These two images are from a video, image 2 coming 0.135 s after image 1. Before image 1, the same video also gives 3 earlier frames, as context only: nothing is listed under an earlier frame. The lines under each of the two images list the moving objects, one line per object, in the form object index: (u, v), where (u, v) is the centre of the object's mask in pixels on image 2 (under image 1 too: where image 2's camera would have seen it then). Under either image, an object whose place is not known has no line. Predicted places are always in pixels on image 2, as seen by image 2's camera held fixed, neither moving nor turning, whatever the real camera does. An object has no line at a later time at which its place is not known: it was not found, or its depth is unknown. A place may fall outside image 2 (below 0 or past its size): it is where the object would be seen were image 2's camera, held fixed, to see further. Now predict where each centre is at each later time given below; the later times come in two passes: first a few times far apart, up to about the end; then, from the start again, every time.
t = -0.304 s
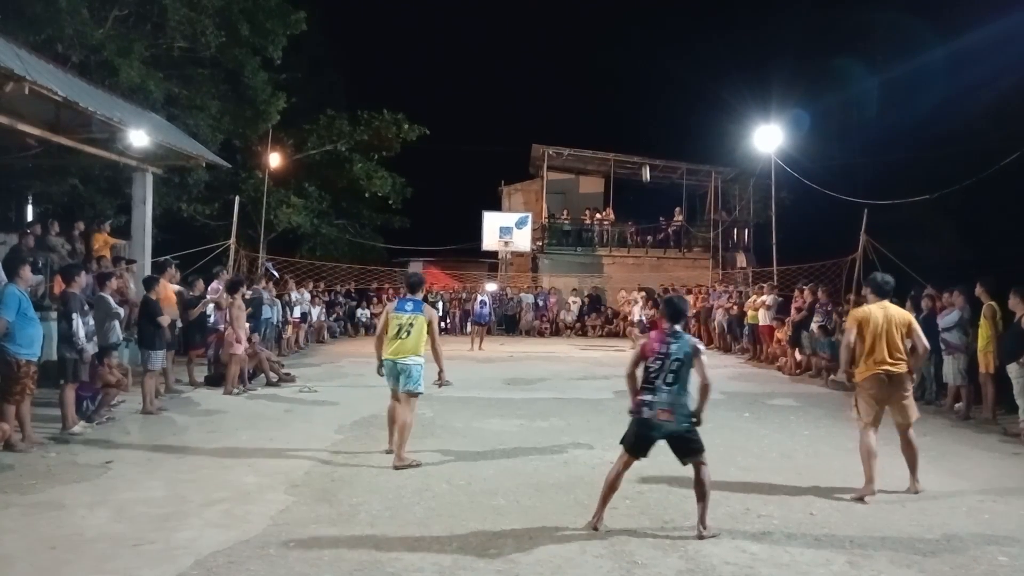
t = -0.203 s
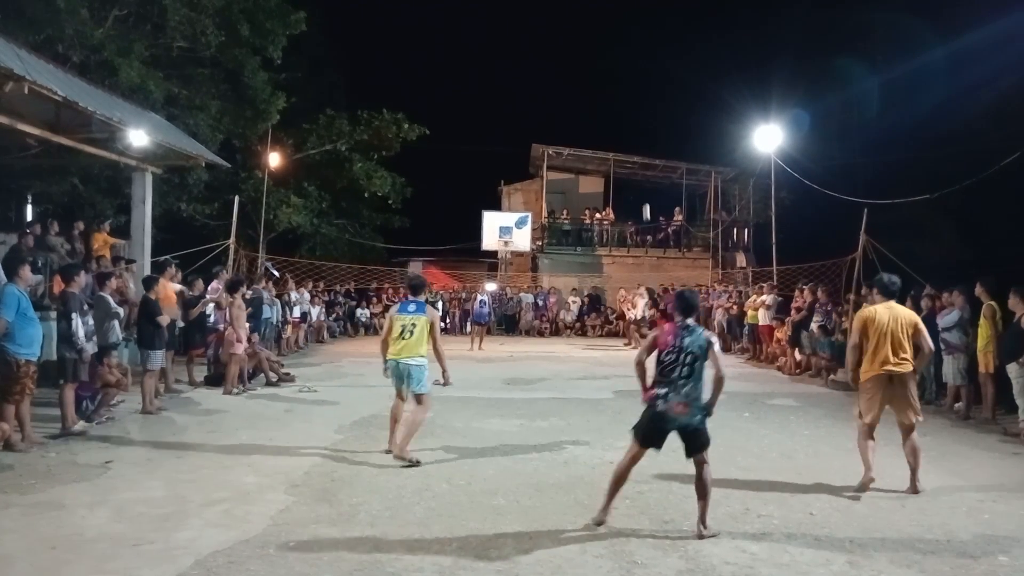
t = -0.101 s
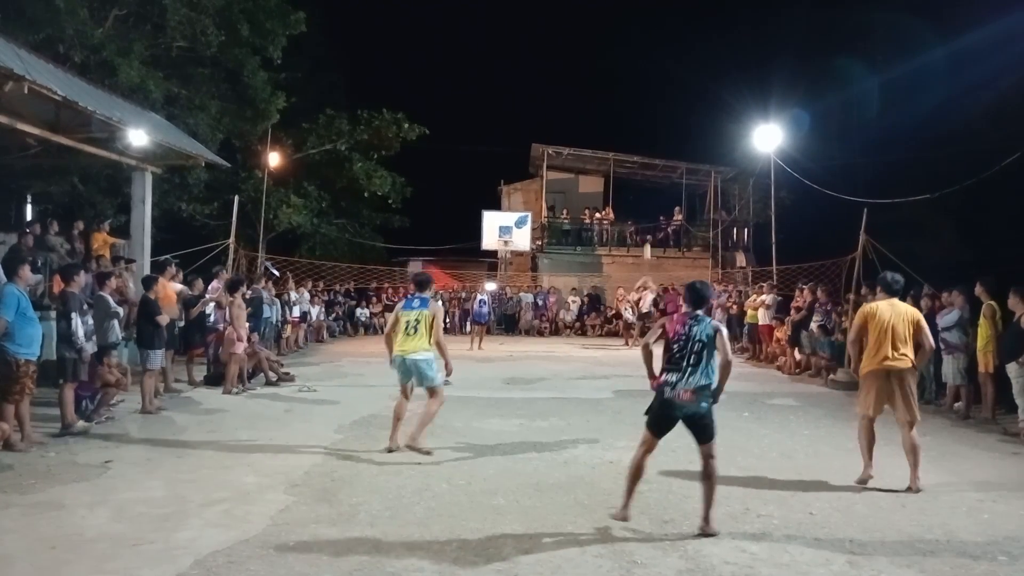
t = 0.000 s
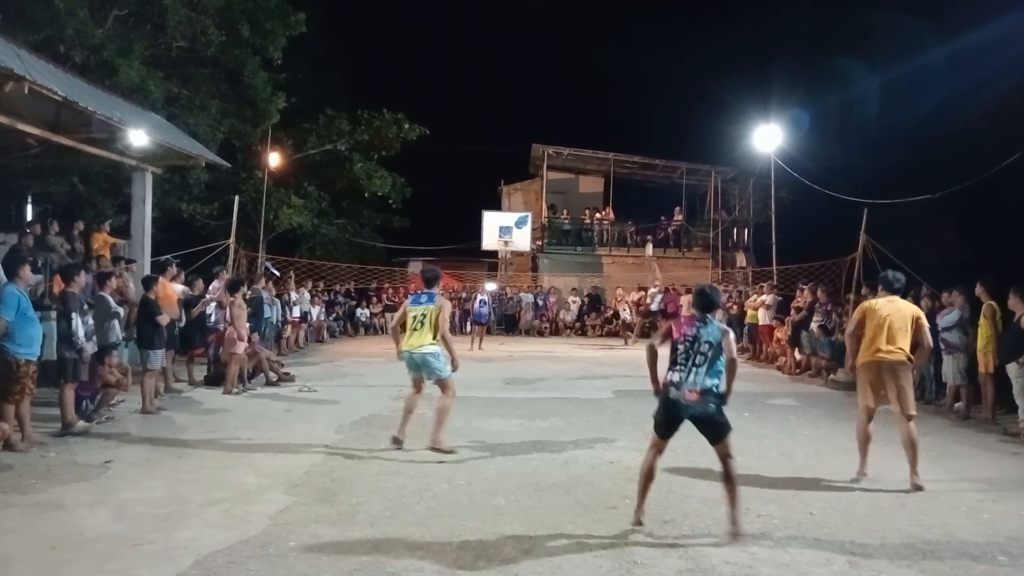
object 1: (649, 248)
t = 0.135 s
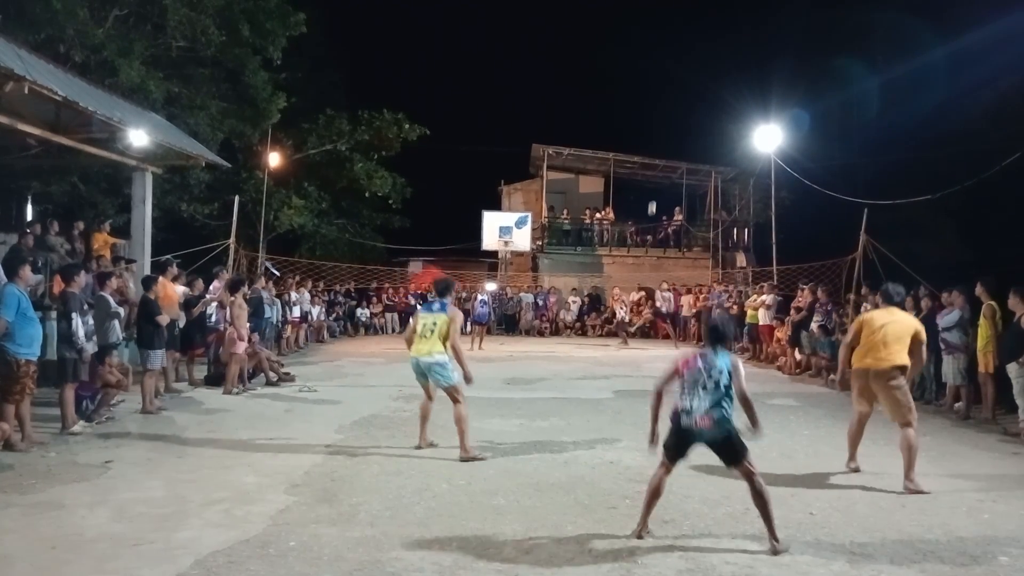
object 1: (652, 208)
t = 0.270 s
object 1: (655, 169)
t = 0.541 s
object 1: (662, 107)
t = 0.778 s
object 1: (669, 73)
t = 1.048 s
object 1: (673, 71)
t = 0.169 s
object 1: (652, 198)
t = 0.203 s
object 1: (654, 188)
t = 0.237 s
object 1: (654, 179)
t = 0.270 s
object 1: (655, 169)
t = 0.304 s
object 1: (656, 161)
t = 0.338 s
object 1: (657, 152)
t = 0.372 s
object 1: (658, 144)
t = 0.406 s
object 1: (659, 136)
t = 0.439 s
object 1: (660, 128)
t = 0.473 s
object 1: (661, 121)
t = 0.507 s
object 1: (661, 114)
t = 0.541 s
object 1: (662, 107)
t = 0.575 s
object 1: (663, 101)
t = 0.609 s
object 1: (664, 95)
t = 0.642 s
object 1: (665, 90)
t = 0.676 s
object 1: (666, 84)
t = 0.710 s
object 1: (667, 80)
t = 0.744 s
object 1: (668, 76)
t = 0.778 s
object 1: (669, 73)
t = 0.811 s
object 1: (669, 70)
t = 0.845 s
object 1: (670, 67)
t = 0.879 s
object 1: (671, 66)
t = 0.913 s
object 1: (671, 65)
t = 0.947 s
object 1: (672, 66)
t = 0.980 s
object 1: (673, 66)
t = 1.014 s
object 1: (673, 68)
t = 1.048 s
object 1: (673, 71)
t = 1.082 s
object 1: (674, 75)
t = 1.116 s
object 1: (674, 81)
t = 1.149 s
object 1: (674, 87)
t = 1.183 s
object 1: (674, 95)
